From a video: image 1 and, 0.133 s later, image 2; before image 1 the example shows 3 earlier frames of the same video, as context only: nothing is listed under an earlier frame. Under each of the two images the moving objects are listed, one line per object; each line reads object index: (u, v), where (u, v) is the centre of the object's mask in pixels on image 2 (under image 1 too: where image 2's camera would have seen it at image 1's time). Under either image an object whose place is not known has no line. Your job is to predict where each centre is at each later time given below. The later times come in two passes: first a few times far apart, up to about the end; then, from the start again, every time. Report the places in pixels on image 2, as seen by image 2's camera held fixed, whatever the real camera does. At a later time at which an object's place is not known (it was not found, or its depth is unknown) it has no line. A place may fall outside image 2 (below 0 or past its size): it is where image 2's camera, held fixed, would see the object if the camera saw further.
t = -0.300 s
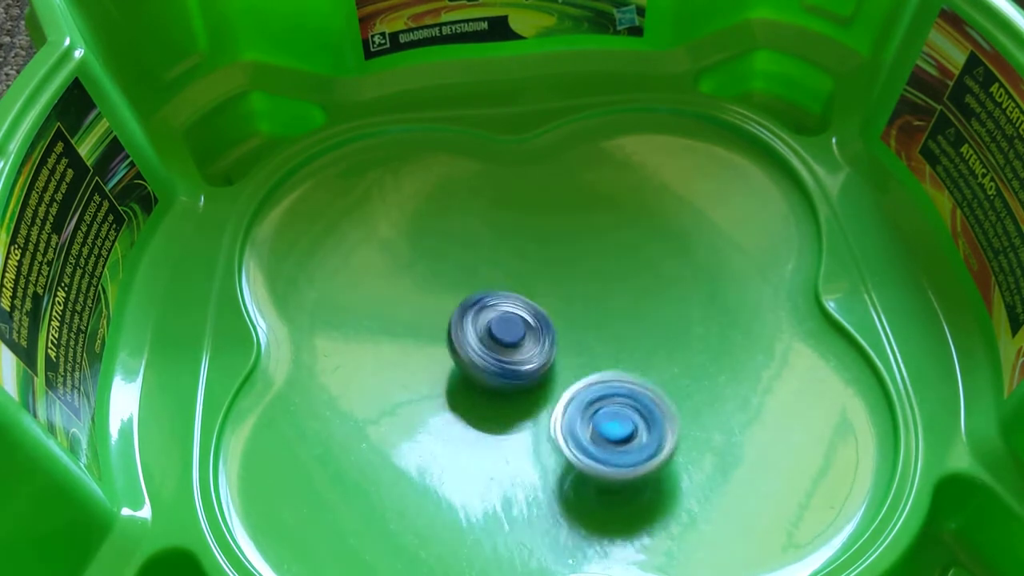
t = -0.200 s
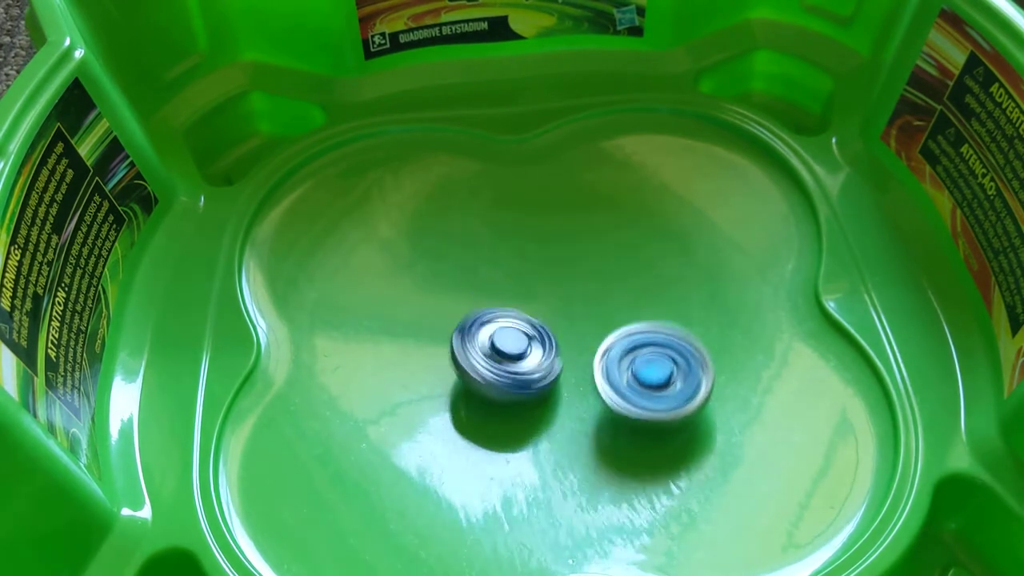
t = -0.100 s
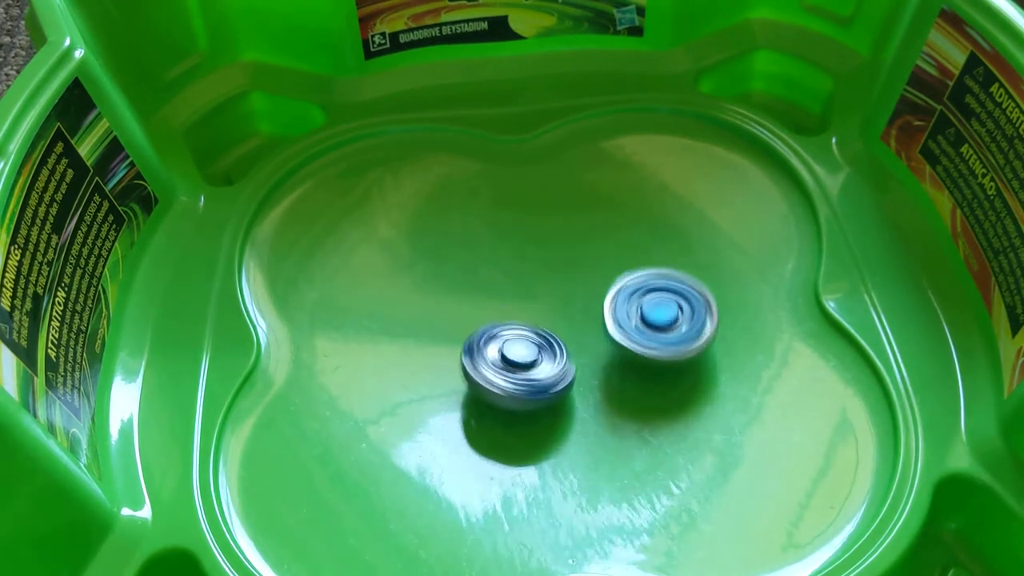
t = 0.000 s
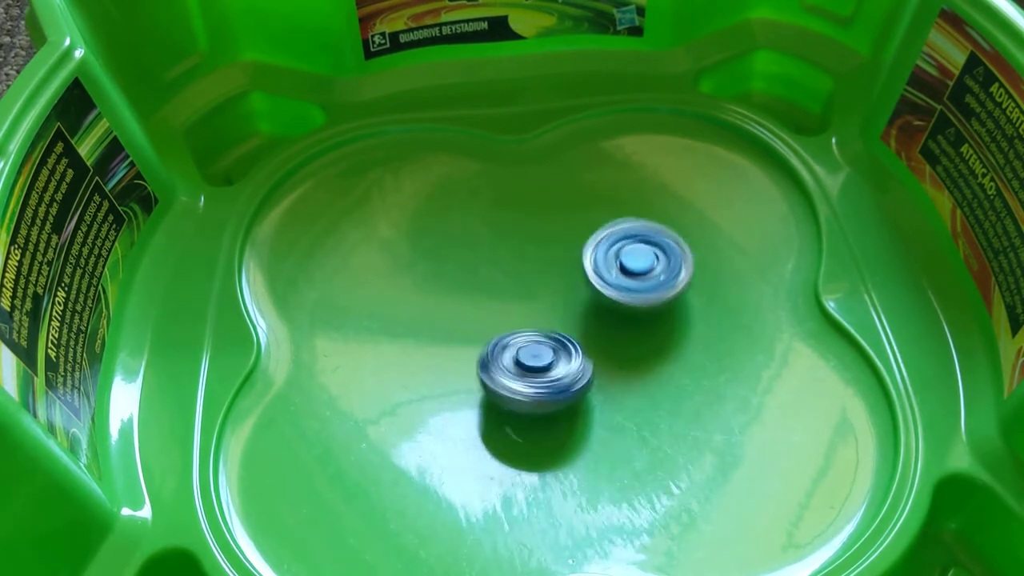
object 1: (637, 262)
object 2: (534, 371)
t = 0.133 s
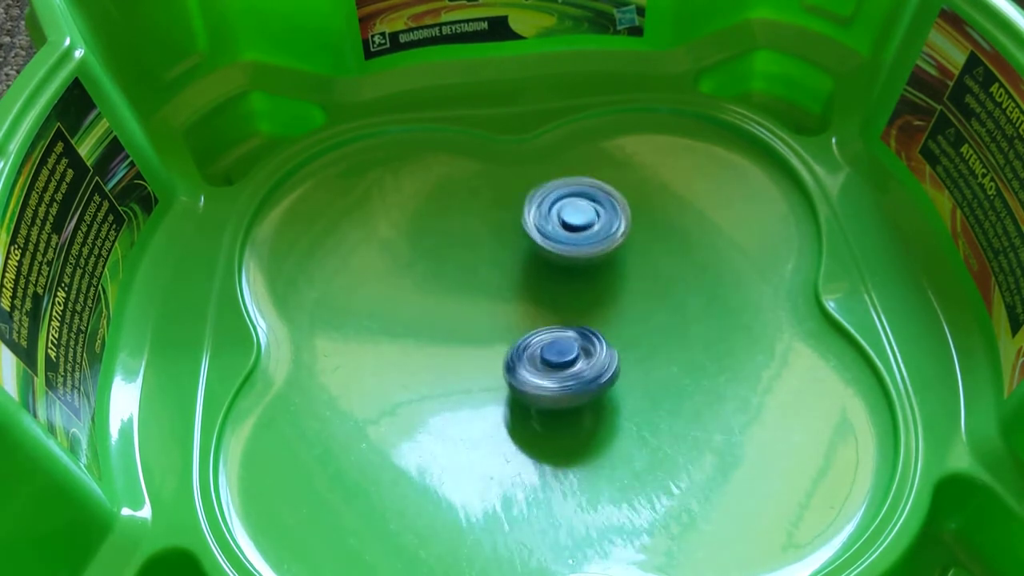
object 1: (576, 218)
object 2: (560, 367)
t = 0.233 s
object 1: (518, 205)
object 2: (575, 357)
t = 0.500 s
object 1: (398, 278)
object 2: (571, 318)
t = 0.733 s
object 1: (457, 396)
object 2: (533, 306)
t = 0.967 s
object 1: (625, 405)
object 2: (500, 327)
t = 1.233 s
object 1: (693, 288)
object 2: (514, 362)
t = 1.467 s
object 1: (579, 229)
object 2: (558, 362)
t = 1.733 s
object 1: (436, 304)
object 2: (575, 329)
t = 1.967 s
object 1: (456, 422)
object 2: (547, 309)
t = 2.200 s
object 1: (601, 442)
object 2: (510, 319)
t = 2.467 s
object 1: (646, 311)
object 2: (508, 351)
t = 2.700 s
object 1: (531, 243)
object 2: (544, 362)
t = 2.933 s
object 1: (409, 281)
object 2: (571, 341)
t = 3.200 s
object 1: (437, 398)
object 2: (556, 312)
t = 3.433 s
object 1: (597, 392)
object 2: (519, 315)
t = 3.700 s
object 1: (644, 270)
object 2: (505, 343)
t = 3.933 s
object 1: (539, 220)
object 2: (534, 361)
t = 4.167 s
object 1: (440, 293)
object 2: (567, 349)
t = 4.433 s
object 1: (511, 414)
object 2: (562, 318)
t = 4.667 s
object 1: (651, 396)
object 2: (531, 311)
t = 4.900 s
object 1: (658, 293)
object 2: (507, 331)
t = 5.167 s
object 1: (509, 255)
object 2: (523, 358)
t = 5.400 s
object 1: (409, 347)
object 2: (557, 352)
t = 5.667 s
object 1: (509, 433)
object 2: (563, 326)
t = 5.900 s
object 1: (625, 365)
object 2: (535, 315)
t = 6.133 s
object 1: (641, 272)
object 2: (514, 314)
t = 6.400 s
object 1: (565, 189)
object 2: (460, 399)
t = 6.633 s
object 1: (518, 146)
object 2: (392, 487)
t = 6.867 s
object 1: (449, 211)
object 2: (432, 477)
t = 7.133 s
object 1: (462, 301)
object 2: (521, 459)
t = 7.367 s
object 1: (498, 283)
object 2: (631, 462)
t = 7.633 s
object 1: (531, 335)
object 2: (673, 364)
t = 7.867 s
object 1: (468, 330)
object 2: (644, 321)
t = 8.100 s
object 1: (445, 371)
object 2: (530, 308)
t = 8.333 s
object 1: (363, 526)
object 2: (597, 211)
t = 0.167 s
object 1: (558, 212)
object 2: (565, 363)
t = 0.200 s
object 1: (538, 207)
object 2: (570, 361)
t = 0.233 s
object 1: (518, 205)
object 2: (575, 357)
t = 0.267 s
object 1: (498, 205)
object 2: (577, 352)
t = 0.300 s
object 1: (479, 208)
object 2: (579, 347)
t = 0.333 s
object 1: (461, 213)
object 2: (581, 342)
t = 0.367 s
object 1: (444, 222)
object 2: (580, 337)
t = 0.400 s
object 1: (428, 234)
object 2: (579, 332)
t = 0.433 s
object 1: (415, 246)
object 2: (578, 327)
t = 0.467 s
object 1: (405, 261)
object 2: (575, 322)
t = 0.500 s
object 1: (398, 278)
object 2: (571, 318)
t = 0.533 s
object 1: (394, 296)
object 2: (568, 315)
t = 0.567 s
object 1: (393, 315)
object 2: (562, 311)
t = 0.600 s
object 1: (398, 333)
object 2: (556, 310)
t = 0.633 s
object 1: (406, 351)
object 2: (551, 308)
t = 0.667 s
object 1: (420, 369)
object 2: (544, 306)
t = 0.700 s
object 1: (437, 384)
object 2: (538, 306)
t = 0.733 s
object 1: (457, 396)
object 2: (533, 306)
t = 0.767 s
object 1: (480, 407)
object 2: (526, 307)
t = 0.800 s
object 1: (504, 415)
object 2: (520, 310)
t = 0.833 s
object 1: (529, 419)
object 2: (515, 313)
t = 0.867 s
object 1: (554, 421)
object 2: (510, 315)
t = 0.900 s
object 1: (579, 418)
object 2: (505, 319)
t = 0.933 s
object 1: (603, 413)
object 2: (502, 324)
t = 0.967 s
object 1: (625, 405)
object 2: (500, 327)
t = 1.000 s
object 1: (645, 394)
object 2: (498, 332)
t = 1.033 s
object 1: (662, 381)
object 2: (498, 338)
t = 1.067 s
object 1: (676, 368)
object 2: (498, 342)
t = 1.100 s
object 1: (687, 352)
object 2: (499, 347)
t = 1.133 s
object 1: (694, 336)
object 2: (502, 352)
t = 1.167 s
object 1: (698, 320)
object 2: (505, 355)
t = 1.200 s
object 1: (697, 304)
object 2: (508, 359)
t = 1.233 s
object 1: (693, 288)
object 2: (514, 362)
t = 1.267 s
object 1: (684, 273)
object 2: (521, 364)
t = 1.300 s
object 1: (673, 260)
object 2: (526, 366)
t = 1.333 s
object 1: (658, 250)
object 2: (533, 367)
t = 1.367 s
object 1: (641, 241)
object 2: (540, 367)
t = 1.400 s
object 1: (622, 235)
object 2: (546, 366)
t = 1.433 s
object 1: (601, 231)
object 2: (552, 365)
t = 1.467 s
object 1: (579, 229)
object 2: (558, 362)
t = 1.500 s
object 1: (556, 230)
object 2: (562, 359)
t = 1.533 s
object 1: (534, 234)
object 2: (566, 357)
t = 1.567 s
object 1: (513, 240)
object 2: (571, 352)
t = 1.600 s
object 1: (494, 249)
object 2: (573, 348)
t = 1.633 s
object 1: (476, 261)
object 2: (575, 344)
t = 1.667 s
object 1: (460, 273)
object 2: (576, 339)
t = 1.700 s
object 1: (447, 288)
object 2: (576, 333)
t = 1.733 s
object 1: (436, 304)
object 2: (575, 329)
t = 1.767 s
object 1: (428, 322)
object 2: (574, 325)
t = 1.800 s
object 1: (424, 340)
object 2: (571, 320)
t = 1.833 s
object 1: (423, 359)
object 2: (567, 317)
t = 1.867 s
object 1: (426, 376)
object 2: (563, 314)
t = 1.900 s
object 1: (432, 394)
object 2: (559, 311)
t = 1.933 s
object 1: (442, 409)
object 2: (552, 309)
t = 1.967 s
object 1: (456, 422)
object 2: (547, 309)
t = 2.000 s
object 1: (473, 434)
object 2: (542, 308)
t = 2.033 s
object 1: (492, 445)
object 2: (535, 308)
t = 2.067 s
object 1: (513, 453)
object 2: (528, 309)
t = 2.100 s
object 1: (536, 456)
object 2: (524, 310)
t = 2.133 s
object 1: (558, 455)
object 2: (518, 312)
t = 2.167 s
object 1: (581, 450)
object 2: (514, 316)
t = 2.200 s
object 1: (601, 442)
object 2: (510, 319)
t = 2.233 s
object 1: (619, 431)
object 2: (506, 321)
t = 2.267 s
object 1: (634, 417)
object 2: (503, 326)
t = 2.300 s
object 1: (646, 401)
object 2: (502, 330)
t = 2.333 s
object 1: (653, 383)
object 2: (502, 334)
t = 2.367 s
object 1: (657, 365)
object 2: (502, 338)
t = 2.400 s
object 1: (657, 346)
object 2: (503, 343)
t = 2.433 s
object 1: (653, 328)
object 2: (506, 348)
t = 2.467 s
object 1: (646, 311)
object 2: (508, 351)
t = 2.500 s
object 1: (635, 295)
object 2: (511, 355)
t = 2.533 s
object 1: (622, 281)
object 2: (516, 358)
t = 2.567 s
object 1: (606, 270)
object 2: (520, 359)
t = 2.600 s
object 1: (589, 259)
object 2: (525, 361)
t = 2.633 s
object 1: (570, 252)
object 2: (532, 362)
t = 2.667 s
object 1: (551, 246)
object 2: (539, 362)
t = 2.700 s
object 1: (531, 243)
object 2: (544, 362)
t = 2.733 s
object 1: (511, 242)
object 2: (550, 362)
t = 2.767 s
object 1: (491, 243)
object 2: (556, 359)
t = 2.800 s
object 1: (472, 247)
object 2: (560, 356)
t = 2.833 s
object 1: (454, 254)
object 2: (563, 354)
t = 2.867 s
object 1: (437, 261)
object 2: (568, 351)
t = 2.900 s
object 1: (422, 270)
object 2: (570, 346)
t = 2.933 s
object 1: (409, 281)
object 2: (571, 341)
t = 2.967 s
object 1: (398, 296)
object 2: (573, 338)
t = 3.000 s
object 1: (391, 310)
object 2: (574, 333)
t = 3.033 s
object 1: (388, 325)
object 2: (571, 329)
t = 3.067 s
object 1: (389, 341)
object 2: (570, 326)
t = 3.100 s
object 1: (394, 359)
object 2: (568, 322)
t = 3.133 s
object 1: (405, 374)
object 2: (564, 317)
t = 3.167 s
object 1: (419, 387)
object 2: (559, 314)
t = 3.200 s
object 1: (437, 398)
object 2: (556, 312)
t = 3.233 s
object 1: (459, 406)
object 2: (552, 310)
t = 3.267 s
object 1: (483, 412)
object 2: (545, 309)
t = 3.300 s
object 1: (507, 415)
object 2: (539, 310)
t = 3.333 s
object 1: (531, 414)
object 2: (535, 309)
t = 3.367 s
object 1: (555, 410)
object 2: (529, 310)
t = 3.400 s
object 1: (577, 403)
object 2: (523, 312)
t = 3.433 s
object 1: (597, 392)
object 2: (519, 315)
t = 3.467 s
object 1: (614, 379)
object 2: (515, 316)
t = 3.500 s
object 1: (629, 365)
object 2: (511, 320)
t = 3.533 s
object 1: (640, 349)
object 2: (508, 324)
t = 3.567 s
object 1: (648, 333)
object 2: (507, 328)
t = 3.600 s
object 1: (652, 317)
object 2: (504, 331)
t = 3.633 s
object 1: (653, 301)
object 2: (503, 336)
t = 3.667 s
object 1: (650, 285)
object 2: (504, 340)
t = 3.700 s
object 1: (644, 270)
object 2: (505, 343)
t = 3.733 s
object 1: (635, 257)
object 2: (507, 347)
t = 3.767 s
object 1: (623, 245)
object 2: (511, 352)
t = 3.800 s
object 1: (609, 235)
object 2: (515, 355)
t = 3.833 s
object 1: (593, 228)
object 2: (517, 357)
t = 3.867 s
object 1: (576, 223)
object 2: (521, 359)
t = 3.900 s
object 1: (557, 220)
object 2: (527, 361)
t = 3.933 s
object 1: (539, 220)
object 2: (534, 361)
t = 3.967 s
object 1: (520, 222)
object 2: (539, 362)
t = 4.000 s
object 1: (501, 228)
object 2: (544, 362)
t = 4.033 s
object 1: (485, 236)
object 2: (549, 360)
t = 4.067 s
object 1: (470, 248)
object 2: (554, 357)
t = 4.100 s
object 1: (457, 261)
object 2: (558, 355)
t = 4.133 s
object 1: (447, 277)
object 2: (562, 353)
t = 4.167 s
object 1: (440, 293)
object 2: (567, 349)
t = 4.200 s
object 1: (435, 311)
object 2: (568, 345)
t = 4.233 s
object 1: (436, 329)
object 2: (569, 342)
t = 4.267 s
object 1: (439, 347)
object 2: (571, 338)
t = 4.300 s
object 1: (447, 363)
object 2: (571, 332)
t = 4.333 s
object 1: (459, 380)
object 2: (569, 328)
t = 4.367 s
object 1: (474, 393)
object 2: (568, 326)
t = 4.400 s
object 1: (491, 405)
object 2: (566, 322)
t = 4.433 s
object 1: (511, 414)
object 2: (562, 318)
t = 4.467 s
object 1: (532, 422)
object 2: (557, 315)
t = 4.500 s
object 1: (554, 425)
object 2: (555, 314)
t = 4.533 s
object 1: (576, 425)
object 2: (552, 313)
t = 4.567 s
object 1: (597, 423)
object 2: (545, 311)
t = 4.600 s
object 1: (617, 416)
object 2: (539, 311)
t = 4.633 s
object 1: (635, 408)
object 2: (535, 311)
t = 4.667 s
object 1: (651, 396)
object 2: (531, 311)
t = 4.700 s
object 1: (663, 383)
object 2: (525, 313)
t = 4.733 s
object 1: (672, 368)
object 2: (520, 316)
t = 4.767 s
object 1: (677, 353)
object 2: (517, 318)
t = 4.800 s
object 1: (678, 337)
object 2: (513, 318)
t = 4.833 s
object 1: (675, 321)
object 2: (510, 323)
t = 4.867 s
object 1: (668, 307)
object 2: (508, 327)
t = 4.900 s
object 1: (658, 293)
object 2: (507, 331)
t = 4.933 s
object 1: (644, 281)
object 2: (505, 334)
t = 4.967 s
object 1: (628, 271)
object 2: (504, 337)
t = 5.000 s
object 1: (610, 263)
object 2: (506, 343)
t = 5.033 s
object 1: (591, 256)
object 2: (509, 346)
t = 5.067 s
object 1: (571, 253)
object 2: (509, 349)
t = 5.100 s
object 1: (551, 252)
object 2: (512, 352)
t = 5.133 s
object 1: (530, 252)
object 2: (517, 355)
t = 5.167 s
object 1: (509, 255)
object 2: (523, 358)
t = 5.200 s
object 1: (490, 261)
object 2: (525, 359)
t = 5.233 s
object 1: (472, 269)
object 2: (529, 360)
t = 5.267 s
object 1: (441, 290)
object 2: (541, 360)
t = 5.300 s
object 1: (429, 303)
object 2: (545, 360)
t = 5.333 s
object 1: (419, 317)
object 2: (548, 359)
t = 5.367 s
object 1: (413, 332)
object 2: (553, 357)
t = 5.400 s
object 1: (409, 347)
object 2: (557, 352)
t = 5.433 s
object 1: (409, 362)
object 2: (560, 351)
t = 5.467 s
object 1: (413, 378)
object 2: (562, 350)
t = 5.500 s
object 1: (421, 393)
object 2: (564, 346)
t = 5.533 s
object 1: (432, 406)
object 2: (565, 339)
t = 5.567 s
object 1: (448, 417)
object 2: (565, 336)
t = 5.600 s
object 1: (468, 425)
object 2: (566, 335)
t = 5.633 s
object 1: (488, 431)
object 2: (565, 332)
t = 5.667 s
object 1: (509, 433)
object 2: (563, 326)
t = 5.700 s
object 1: (531, 432)
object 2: (560, 323)
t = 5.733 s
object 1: (552, 427)
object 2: (557, 322)
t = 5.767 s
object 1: (572, 419)
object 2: (555, 320)
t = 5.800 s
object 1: (589, 409)
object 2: (551, 317)
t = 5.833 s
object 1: (604, 396)
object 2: (545, 315)
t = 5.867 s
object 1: (616, 381)
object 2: (539, 316)
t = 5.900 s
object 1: (625, 365)
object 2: (535, 315)
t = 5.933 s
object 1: (633, 350)
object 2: (531, 312)
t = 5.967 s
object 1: (644, 338)
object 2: (526, 309)
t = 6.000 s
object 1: (651, 326)
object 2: (521, 308)
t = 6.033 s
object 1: (654, 312)
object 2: (518, 309)
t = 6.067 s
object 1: (653, 298)
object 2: (516, 310)
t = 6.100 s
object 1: (649, 284)
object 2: (514, 311)
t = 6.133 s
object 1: (641, 272)
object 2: (514, 314)
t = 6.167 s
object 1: (631, 261)
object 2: (513, 316)
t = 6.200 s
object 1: (618, 252)
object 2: (511, 316)
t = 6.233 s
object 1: (604, 245)
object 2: (512, 320)
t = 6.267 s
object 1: (587, 241)
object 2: (514, 323)
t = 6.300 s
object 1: (569, 238)
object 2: (516, 327)
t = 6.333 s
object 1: (554, 235)
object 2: (510, 334)
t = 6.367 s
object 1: (562, 210)
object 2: (486, 371)
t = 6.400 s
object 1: (565, 189)
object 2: (460, 399)
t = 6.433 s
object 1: (566, 174)
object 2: (439, 424)
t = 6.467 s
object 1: (565, 163)
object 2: (422, 447)
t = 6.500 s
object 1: (560, 155)
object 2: (409, 462)
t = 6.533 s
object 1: (552, 150)
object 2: (400, 474)
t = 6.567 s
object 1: (542, 147)
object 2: (395, 482)
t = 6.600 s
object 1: (531, 145)
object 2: (393, 485)
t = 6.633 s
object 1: (518, 146)
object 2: (392, 487)
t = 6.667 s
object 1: (505, 147)
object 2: (392, 487)
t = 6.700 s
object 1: (491, 153)
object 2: (396, 487)
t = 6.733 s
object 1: (479, 161)
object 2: (402, 486)
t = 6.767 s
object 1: (469, 171)
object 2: (408, 485)
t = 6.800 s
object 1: (460, 183)
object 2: (416, 484)
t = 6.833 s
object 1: (454, 197)
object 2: (425, 481)
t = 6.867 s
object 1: (449, 211)
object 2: (432, 477)
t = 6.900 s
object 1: (445, 229)
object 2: (441, 472)
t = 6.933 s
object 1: (445, 246)
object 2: (449, 466)
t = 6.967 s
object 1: (445, 264)
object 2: (457, 458)
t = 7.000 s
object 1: (447, 283)
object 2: (467, 449)
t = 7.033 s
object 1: (451, 299)
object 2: (475, 439)
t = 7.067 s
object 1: (457, 317)
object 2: (484, 429)
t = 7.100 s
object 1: (461, 317)
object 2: (498, 434)
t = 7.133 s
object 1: (462, 301)
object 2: (521, 459)
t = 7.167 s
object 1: (465, 287)
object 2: (544, 471)
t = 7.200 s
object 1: (471, 276)
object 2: (565, 481)
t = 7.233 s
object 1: (477, 270)
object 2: (585, 485)
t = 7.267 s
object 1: (484, 268)
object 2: (602, 484)
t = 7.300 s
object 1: (490, 269)
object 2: (616, 479)
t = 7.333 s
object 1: (494, 275)
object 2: (624, 472)
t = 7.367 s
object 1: (498, 283)
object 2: (631, 462)
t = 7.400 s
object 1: (501, 296)
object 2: (636, 449)
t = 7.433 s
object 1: (505, 309)
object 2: (642, 435)
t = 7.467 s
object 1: (512, 320)
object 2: (644, 421)
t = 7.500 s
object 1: (522, 330)
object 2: (645, 407)
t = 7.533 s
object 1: (533, 340)
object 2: (647, 393)
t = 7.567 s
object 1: (542, 344)
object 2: (650, 382)
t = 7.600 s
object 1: (537, 336)
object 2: (663, 372)
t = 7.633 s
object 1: (531, 335)
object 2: (673, 364)
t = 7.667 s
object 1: (526, 333)
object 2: (684, 358)
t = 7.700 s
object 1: (519, 327)
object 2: (684, 349)
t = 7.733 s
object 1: (512, 325)
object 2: (683, 346)
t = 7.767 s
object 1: (503, 324)
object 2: (678, 336)
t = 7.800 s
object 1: (492, 325)
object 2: (668, 329)
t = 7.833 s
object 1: (480, 325)
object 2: (655, 325)
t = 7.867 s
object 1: (468, 330)
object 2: (644, 321)
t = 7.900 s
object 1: (458, 334)
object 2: (625, 317)
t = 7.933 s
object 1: (448, 338)
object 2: (611, 313)
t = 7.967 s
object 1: (441, 344)
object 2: (593, 310)
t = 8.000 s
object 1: (437, 351)
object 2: (576, 310)
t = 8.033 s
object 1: (435, 358)
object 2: (560, 308)
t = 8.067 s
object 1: (438, 365)
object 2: (545, 307)
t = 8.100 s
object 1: (445, 371)
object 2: (530, 308)
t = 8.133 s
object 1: (454, 375)
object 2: (519, 308)
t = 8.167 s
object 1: (430, 407)
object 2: (533, 286)
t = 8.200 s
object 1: (404, 440)
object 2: (552, 265)
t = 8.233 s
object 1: (385, 470)
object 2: (568, 250)
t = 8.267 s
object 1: (371, 497)
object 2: (581, 234)
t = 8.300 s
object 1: (364, 515)
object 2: (591, 220)
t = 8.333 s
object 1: (363, 526)
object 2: (597, 211)
